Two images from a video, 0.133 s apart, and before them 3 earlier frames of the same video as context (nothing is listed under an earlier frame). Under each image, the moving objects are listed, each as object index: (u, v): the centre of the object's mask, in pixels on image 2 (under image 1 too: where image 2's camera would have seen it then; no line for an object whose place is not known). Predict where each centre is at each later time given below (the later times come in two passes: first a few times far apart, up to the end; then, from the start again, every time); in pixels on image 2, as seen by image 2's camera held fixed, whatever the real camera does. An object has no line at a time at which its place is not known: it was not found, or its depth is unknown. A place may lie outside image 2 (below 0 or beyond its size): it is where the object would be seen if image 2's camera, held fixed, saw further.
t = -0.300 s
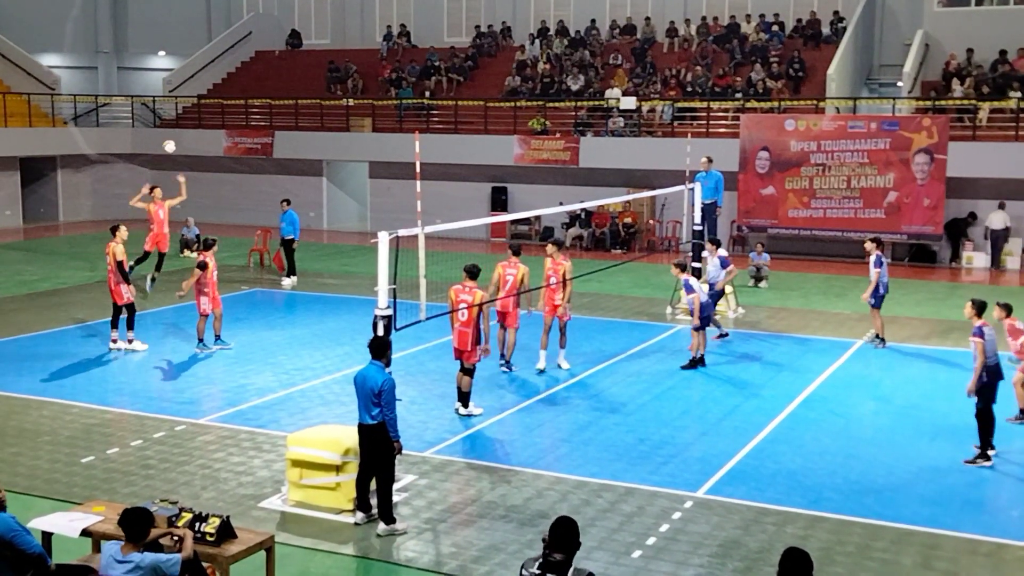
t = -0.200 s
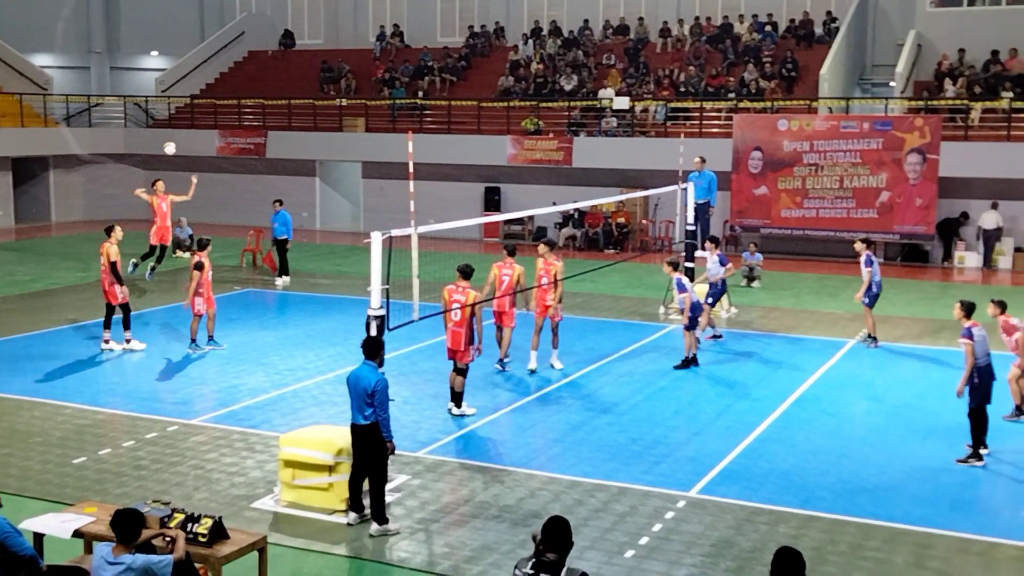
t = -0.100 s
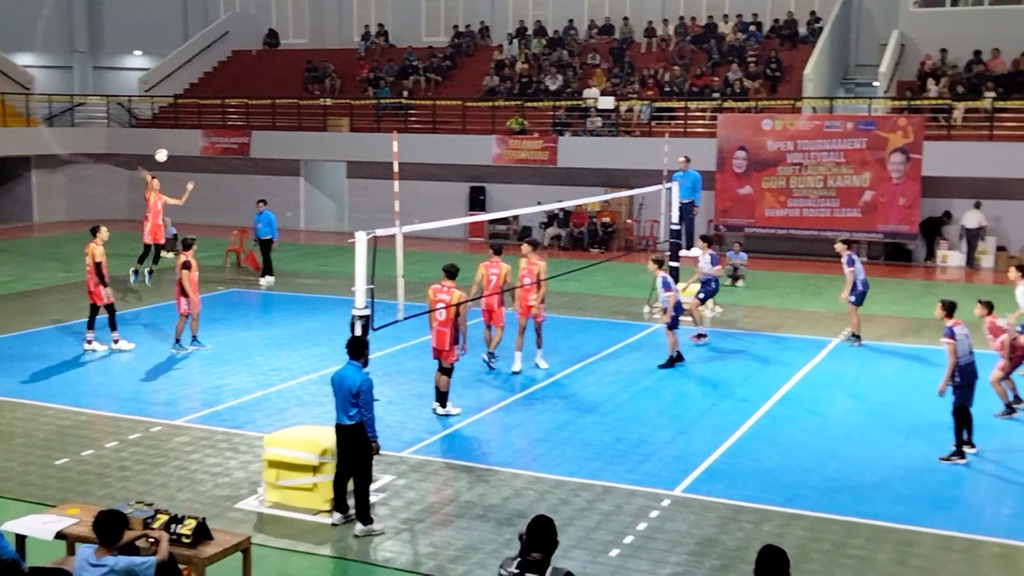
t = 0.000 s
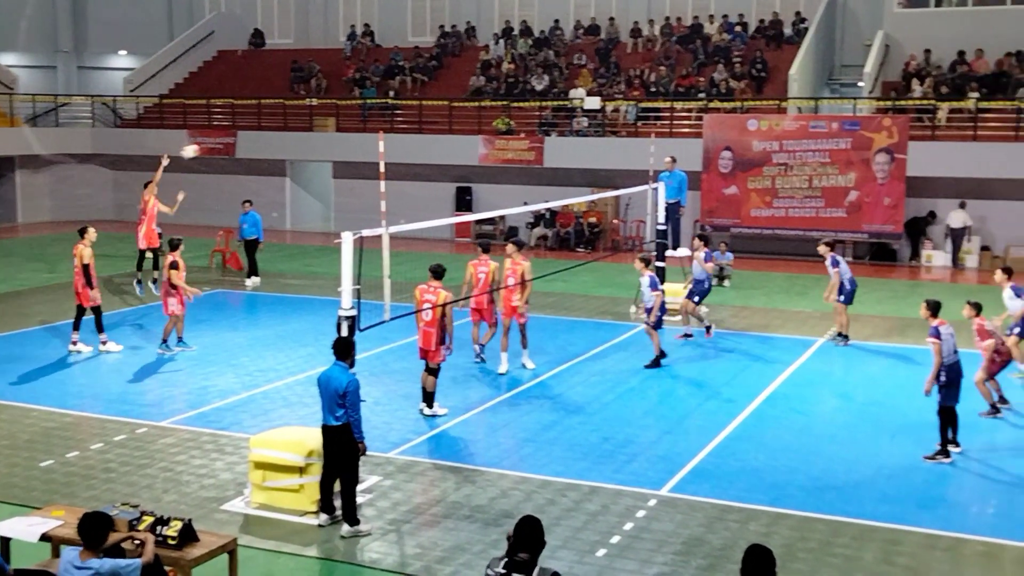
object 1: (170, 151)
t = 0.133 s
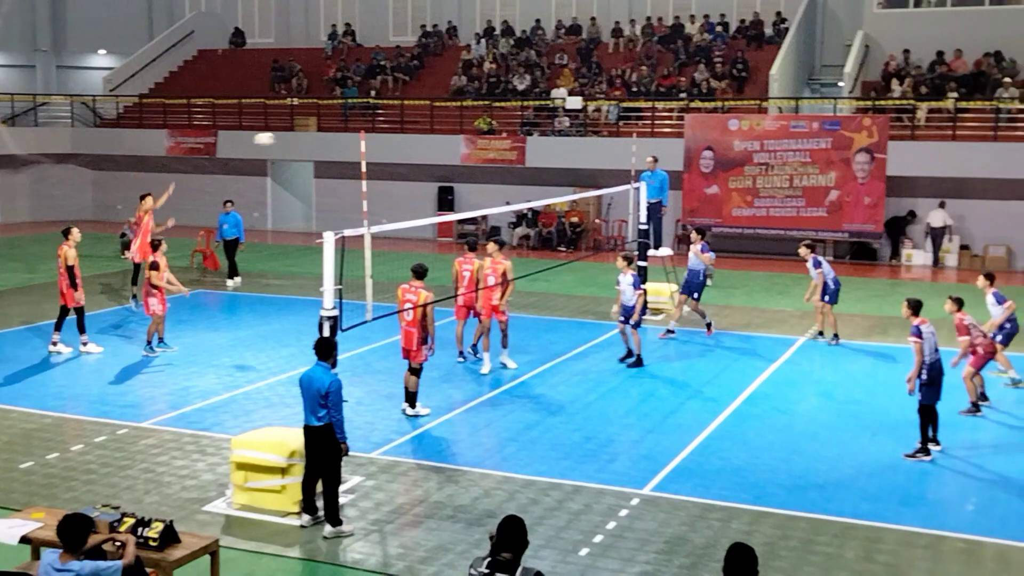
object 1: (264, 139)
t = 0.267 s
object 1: (362, 139)
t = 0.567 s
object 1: (595, 183)
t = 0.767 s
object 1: (768, 253)
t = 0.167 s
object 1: (288, 138)
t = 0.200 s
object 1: (313, 137)
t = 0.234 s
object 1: (337, 137)
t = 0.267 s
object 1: (362, 139)
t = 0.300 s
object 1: (388, 140)
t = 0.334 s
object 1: (413, 144)
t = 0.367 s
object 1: (438, 147)
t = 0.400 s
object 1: (464, 152)
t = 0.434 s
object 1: (489, 156)
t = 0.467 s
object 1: (516, 163)
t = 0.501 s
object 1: (543, 169)
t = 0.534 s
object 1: (570, 176)
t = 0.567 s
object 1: (595, 183)
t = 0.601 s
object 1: (624, 192)
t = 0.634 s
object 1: (655, 204)
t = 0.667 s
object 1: (680, 214)
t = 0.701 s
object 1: (709, 227)
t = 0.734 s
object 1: (738, 240)
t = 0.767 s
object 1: (768, 253)
